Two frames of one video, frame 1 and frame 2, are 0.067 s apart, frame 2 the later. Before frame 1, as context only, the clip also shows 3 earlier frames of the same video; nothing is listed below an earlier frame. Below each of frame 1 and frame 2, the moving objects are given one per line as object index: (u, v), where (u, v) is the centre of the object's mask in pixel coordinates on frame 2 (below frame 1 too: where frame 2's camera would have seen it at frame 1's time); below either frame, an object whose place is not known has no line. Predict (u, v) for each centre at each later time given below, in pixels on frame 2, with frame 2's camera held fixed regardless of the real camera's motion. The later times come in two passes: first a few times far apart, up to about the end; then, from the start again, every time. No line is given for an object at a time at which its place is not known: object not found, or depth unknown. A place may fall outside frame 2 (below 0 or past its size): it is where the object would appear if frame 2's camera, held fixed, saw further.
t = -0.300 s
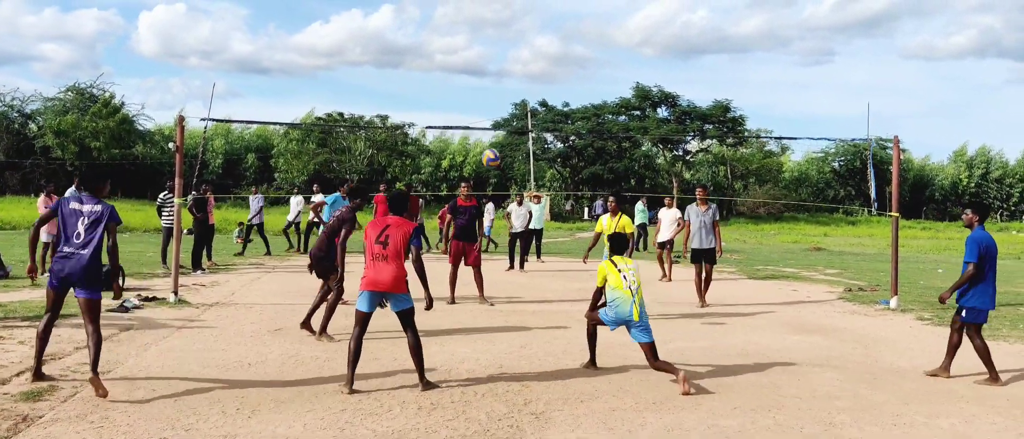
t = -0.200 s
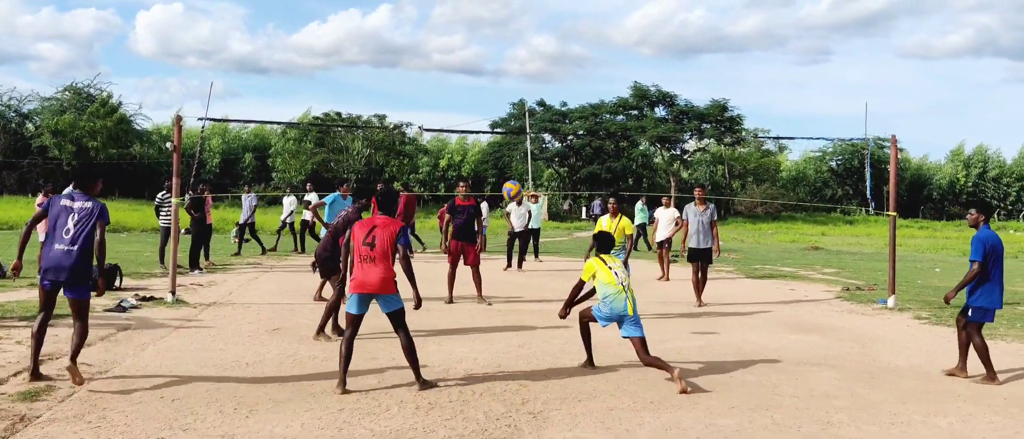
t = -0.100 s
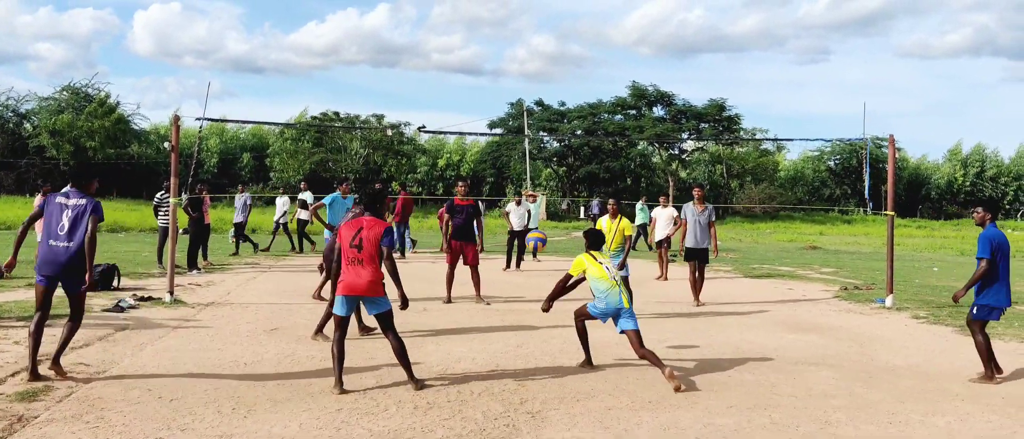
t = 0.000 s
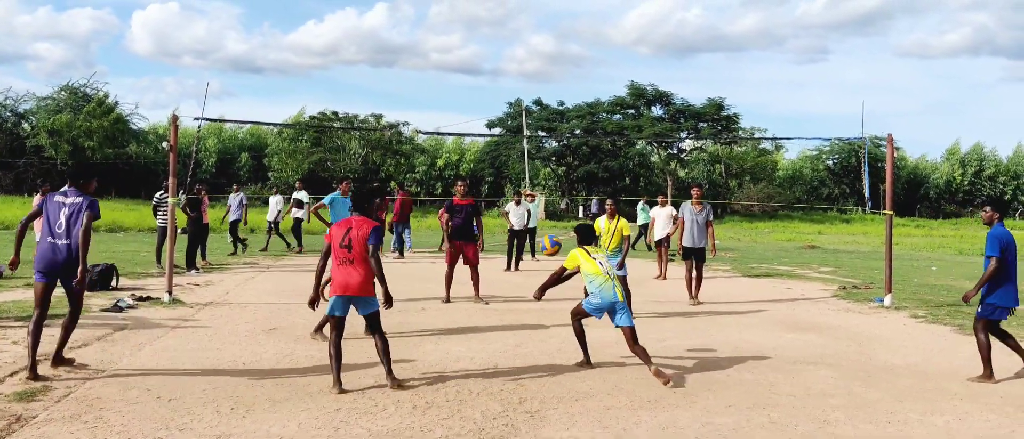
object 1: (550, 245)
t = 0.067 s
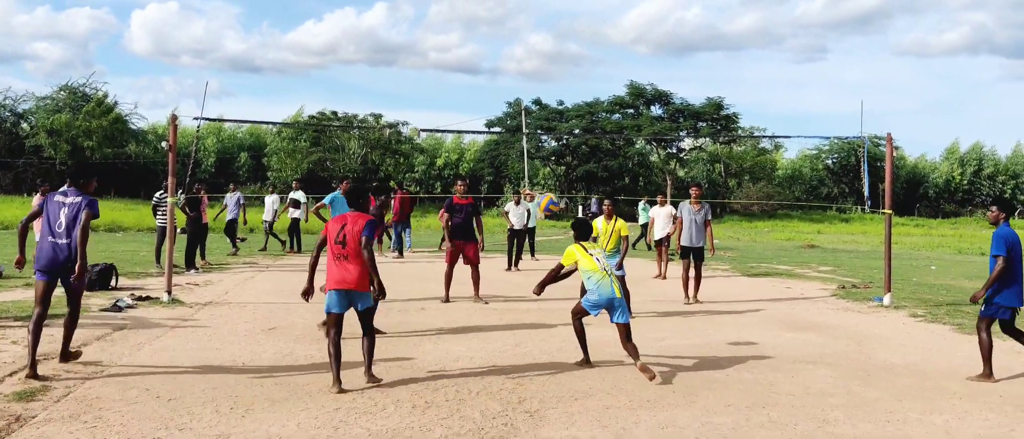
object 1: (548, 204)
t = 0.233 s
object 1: (545, 124)
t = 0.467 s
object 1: (540, 64)
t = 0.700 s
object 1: (535, 56)
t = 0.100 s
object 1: (548, 185)
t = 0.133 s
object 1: (547, 168)
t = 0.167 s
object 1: (546, 152)
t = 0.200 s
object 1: (545, 137)
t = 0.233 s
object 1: (545, 124)
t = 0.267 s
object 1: (545, 112)
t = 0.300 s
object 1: (544, 101)
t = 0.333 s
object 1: (543, 91)
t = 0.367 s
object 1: (543, 83)
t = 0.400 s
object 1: (542, 75)
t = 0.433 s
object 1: (541, 69)
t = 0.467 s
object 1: (540, 64)
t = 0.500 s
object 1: (539, 60)
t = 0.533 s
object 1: (539, 57)
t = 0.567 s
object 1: (538, 55)
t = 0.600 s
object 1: (537, 54)
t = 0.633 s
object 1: (537, 53)
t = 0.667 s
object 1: (536, 54)
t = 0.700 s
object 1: (535, 56)
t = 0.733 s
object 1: (534, 58)
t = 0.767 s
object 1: (534, 62)
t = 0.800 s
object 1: (533, 66)
